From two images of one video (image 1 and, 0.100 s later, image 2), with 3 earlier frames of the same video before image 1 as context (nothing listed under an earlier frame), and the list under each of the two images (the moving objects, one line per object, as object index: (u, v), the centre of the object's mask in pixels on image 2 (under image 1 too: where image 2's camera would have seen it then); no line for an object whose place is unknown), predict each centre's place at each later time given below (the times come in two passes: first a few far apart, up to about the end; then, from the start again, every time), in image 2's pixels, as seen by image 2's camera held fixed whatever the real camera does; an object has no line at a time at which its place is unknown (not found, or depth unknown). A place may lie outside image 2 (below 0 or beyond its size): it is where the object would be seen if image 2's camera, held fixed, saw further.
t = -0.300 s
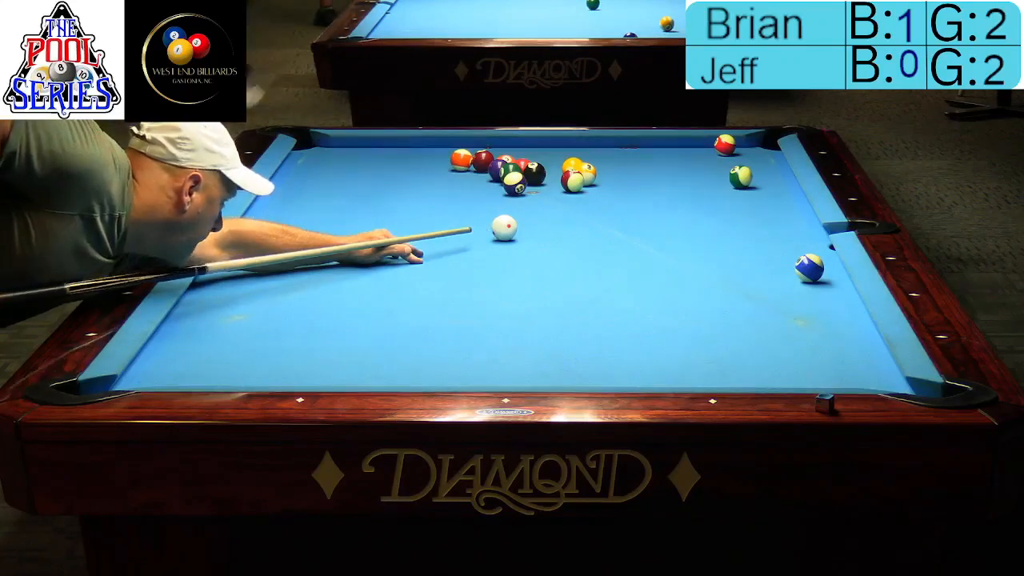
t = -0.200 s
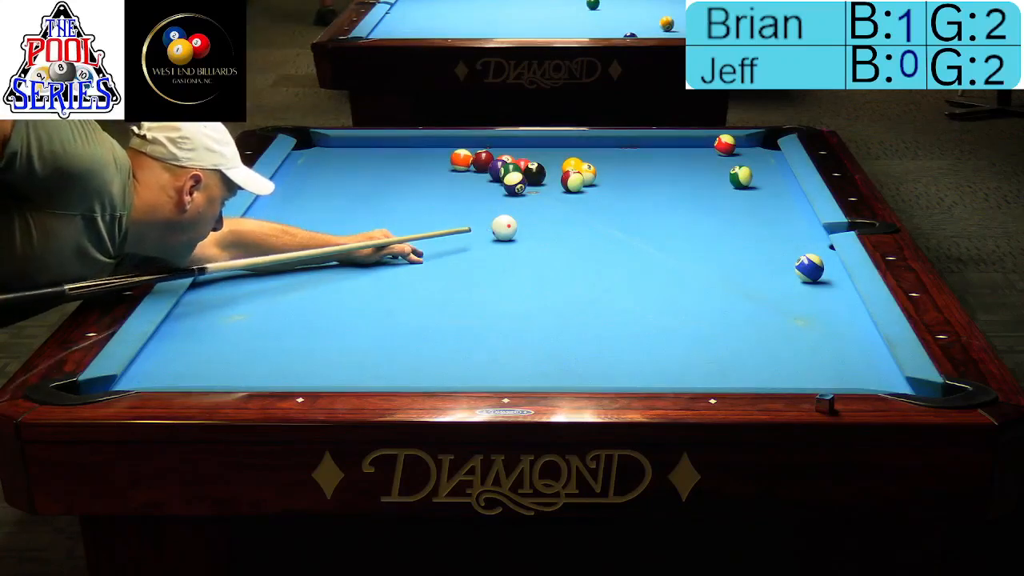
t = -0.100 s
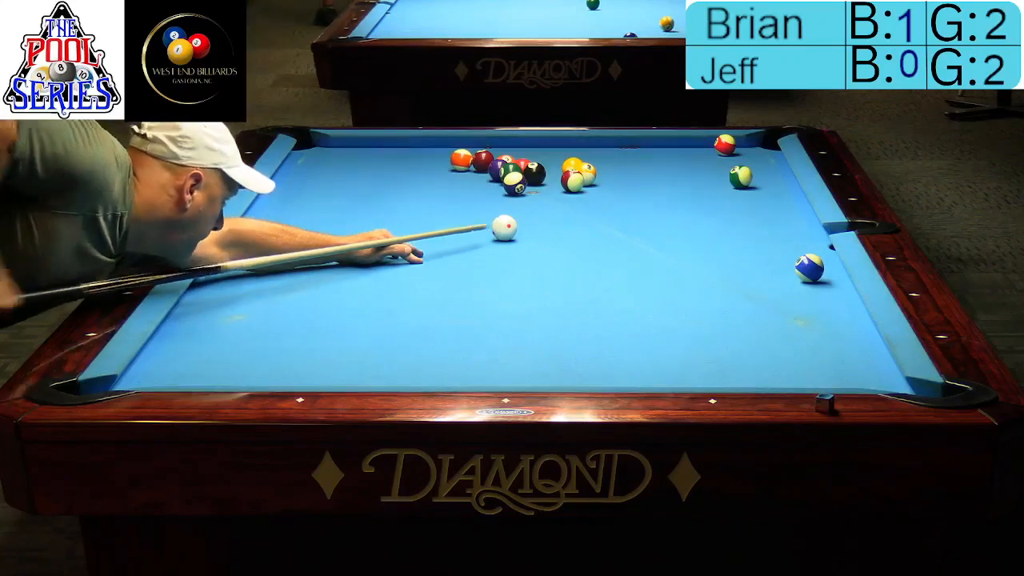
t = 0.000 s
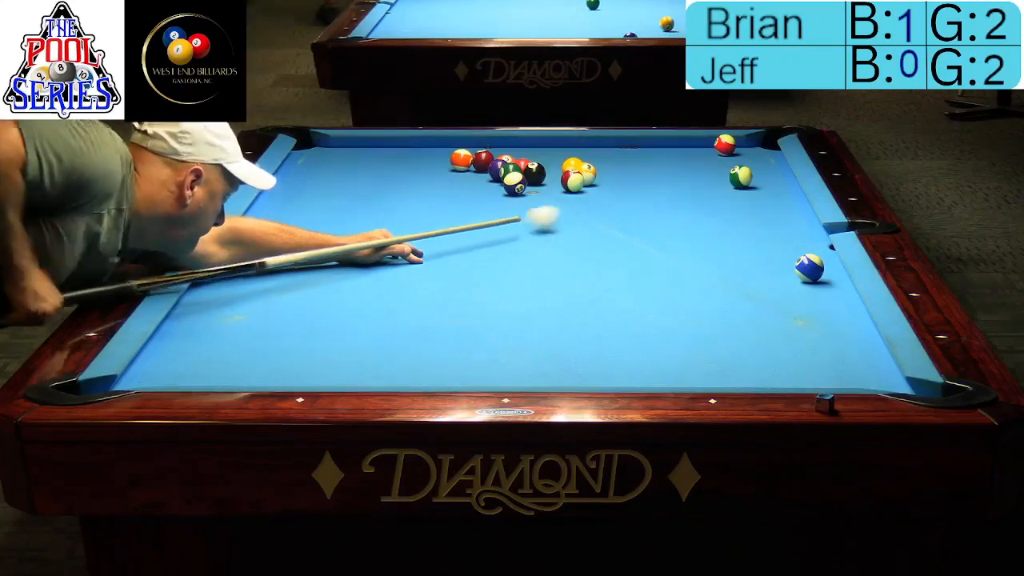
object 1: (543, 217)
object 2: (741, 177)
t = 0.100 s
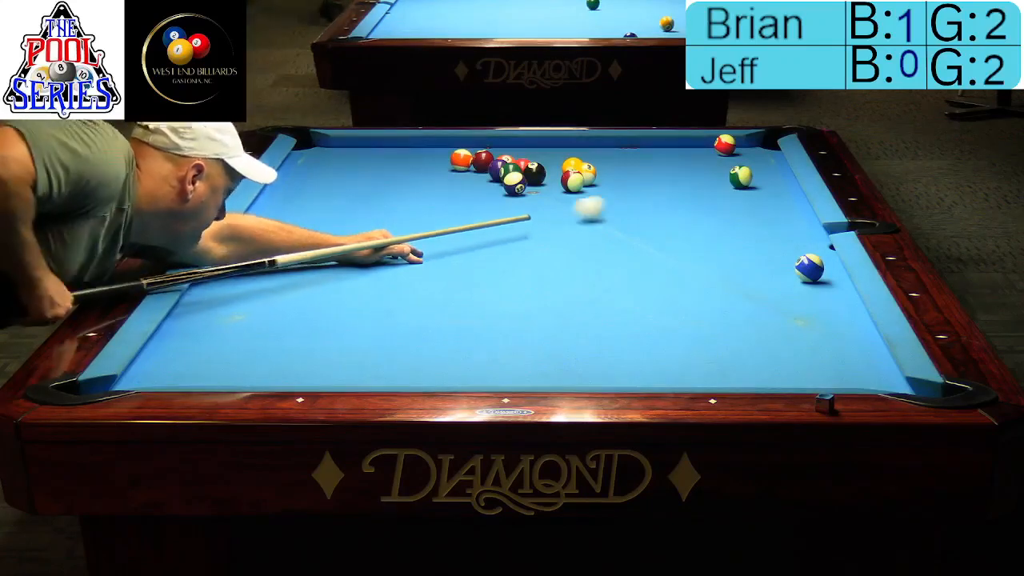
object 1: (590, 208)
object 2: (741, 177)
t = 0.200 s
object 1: (633, 199)
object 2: (741, 177)
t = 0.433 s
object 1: (723, 179)
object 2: (745, 176)
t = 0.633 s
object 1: (730, 176)
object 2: (761, 167)
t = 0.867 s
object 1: (742, 171)
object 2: (716, 161)
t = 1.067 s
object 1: (751, 167)
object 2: (682, 157)
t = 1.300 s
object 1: (762, 163)
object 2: (642, 152)
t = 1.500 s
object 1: (770, 159)
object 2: (608, 147)
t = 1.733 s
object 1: (769, 157)
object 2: (576, 143)
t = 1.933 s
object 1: (764, 155)
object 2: (546, 140)
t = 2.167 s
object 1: (758, 153)
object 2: (520, 143)
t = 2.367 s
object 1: (754, 152)
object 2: (498, 145)
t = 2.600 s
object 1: (751, 151)
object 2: (475, 144)
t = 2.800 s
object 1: (749, 150)
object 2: (452, 146)
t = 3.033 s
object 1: (747, 149)
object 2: (432, 152)
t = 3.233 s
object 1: (746, 149)
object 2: (415, 154)
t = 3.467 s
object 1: (745, 149)
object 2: (396, 156)
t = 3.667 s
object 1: (745, 149)
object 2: (381, 157)
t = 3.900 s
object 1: (745, 149)
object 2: (365, 159)
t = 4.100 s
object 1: (745, 149)
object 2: (352, 160)
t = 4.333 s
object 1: (745, 149)
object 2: (340, 161)
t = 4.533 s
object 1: (745, 149)
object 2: (330, 162)
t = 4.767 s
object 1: (745, 149)
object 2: (320, 162)
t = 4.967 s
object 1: (745, 149)
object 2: (312, 163)
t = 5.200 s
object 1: (745, 149)
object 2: (305, 164)
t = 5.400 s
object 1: (745, 149)
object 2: (301, 164)
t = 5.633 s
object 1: (745, 149)
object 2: (297, 164)
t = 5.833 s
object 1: (746, 148)
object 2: (295, 164)
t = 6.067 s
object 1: (745, 149)
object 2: (295, 164)
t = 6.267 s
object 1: (745, 149)
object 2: (295, 164)
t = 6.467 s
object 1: (745, 149)
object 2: (295, 164)
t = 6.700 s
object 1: (745, 149)
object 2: (295, 164)
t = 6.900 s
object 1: (745, 149)
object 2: (295, 164)
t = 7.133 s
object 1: (745, 149)
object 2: (295, 164)
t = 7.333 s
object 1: (745, 149)
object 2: (295, 164)
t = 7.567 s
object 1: (745, 149)
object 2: (295, 164)
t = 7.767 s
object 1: (745, 149)
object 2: (295, 164)
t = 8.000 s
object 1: (745, 149)
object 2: (295, 164)
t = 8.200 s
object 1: (745, 149)
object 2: (295, 164)
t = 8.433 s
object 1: (745, 149)
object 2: (295, 164)
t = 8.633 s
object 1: (745, 149)
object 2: (295, 164)
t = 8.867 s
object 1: (745, 148)
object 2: (295, 164)
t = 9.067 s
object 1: (745, 149)
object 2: (295, 164)
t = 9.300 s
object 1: (745, 148)
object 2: (295, 164)
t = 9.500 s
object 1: (745, 149)
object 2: (295, 164)
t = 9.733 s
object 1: (745, 149)
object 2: (295, 164)
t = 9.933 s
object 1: (744, 150)
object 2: (294, 165)
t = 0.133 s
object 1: (604, 204)
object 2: (741, 177)
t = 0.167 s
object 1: (619, 202)
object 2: (741, 177)
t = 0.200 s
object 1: (633, 199)
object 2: (741, 177)
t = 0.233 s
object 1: (647, 195)
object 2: (741, 177)
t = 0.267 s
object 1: (661, 192)
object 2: (741, 177)
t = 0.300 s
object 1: (674, 189)
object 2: (741, 177)
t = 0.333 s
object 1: (687, 186)
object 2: (741, 177)
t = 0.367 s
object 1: (701, 183)
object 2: (741, 177)
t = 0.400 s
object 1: (714, 181)
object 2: (741, 177)
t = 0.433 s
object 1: (723, 179)
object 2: (745, 176)
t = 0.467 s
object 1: (723, 179)
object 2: (757, 174)
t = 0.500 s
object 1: (723, 179)
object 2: (769, 171)
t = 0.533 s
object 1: (724, 178)
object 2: (779, 170)
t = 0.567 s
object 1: (726, 177)
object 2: (774, 168)
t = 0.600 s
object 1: (728, 176)
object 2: (766, 167)
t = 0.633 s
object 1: (730, 176)
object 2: (761, 167)
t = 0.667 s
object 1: (731, 175)
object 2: (755, 166)
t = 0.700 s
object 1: (733, 175)
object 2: (749, 164)
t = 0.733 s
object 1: (735, 174)
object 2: (742, 160)
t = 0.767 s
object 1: (737, 173)
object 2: (734, 159)
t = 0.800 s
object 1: (739, 172)
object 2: (725, 161)
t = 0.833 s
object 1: (740, 171)
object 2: (721, 162)
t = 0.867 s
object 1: (742, 171)
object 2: (716, 161)
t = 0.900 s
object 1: (743, 170)
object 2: (709, 160)
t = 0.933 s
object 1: (745, 169)
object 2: (703, 160)
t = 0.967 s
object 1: (747, 169)
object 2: (699, 159)
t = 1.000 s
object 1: (748, 168)
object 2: (691, 158)
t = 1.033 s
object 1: (750, 167)
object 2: (685, 157)
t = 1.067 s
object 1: (751, 167)
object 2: (682, 157)
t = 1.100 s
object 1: (753, 166)
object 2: (674, 156)
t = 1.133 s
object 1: (755, 166)
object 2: (667, 155)
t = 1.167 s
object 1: (756, 165)
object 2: (663, 155)
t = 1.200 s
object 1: (757, 164)
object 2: (657, 154)
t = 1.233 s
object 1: (759, 164)
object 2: (651, 153)
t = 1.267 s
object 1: (761, 163)
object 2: (645, 153)
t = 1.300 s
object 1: (762, 163)
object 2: (642, 152)
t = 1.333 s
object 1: (763, 162)
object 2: (635, 151)
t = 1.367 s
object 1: (765, 161)
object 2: (629, 150)
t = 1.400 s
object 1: (766, 161)
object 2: (625, 150)
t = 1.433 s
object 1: (767, 160)
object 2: (620, 149)
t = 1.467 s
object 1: (769, 160)
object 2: (614, 148)
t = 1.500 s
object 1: (770, 159)
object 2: (608, 147)
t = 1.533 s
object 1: (771, 159)
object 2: (604, 147)
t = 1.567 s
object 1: (773, 158)
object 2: (600, 147)
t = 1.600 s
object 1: (773, 158)
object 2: (594, 146)
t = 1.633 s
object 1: (772, 158)
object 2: (589, 145)
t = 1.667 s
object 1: (771, 157)
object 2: (584, 145)
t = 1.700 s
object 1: (770, 157)
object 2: (580, 144)
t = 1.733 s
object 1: (769, 157)
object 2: (576, 143)
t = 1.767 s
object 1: (768, 156)
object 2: (569, 142)
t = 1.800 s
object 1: (767, 156)
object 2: (565, 142)
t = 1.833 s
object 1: (767, 156)
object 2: (561, 143)
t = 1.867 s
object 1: (766, 155)
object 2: (557, 142)
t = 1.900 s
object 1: (765, 155)
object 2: (552, 140)
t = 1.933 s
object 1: (764, 155)
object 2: (546, 140)
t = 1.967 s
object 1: (763, 155)
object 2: (542, 140)
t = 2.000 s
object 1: (762, 154)
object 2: (539, 141)
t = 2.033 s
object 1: (762, 154)
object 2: (536, 142)
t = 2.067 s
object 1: (761, 154)
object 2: (532, 142)
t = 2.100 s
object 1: (760, 153)
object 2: (527, 143)
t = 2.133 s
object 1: (759, 153)
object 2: (523, 144)
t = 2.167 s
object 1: (758, 153)
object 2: (520, 143)
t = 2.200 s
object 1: (758, 153)
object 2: (517, 143)
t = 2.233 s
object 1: (757, 152)
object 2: (513, 143)
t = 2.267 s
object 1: (756, 152)
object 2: (509, 144)
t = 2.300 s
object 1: (756, 152)
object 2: (504, 144)
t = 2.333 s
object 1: (755, 152)
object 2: (502, 144)
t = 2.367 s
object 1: (754, 152)
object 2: (498, 145)
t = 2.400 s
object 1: (754, 152)
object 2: (495, 144)
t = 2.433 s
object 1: (753, 151)
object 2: (492, 144)
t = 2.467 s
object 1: (752, 151)
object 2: (488, 144)
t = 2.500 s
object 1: (752, 151)
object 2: (484, 144)
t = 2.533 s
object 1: (752, 151)
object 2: (481, 145)
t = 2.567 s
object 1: (752, 151)
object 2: (477, 146)
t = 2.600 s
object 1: (751, 151)
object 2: (475, 144)
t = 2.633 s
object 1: (751, 150)
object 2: (472, 144)
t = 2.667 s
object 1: (750, 150)
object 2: (468, 144)
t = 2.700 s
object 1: (750, 150)
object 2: (464, 144)
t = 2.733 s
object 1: (749, 150)
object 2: (459, 143)
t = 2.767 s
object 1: (749, 150)
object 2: (455, 145)
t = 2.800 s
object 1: (749, 150)
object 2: (452, 146)
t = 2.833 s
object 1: (749, 150)
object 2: (449, 148)
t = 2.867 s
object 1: (748, 150)
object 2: (446, 149)
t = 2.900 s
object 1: (748, 149)
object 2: (444, 150)
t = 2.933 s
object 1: (748, 149)
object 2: (442, 150)
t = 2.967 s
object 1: (748, 149)
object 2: (439, 151)
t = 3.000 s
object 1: (747, 149)
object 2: (436, 152)
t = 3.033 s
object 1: (747, 149)
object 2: (432, 152)
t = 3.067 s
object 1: (747, 149)
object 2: (429, 152)
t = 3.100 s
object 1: (747, 149)
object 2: (426, 153)
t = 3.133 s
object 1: (747, 149)
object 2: (423, 153)
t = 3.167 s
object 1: (746, 149)
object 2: (421, 153)
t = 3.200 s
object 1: (746, 149)
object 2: (418, 153)
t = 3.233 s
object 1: (746, 149)
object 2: (415, 154)
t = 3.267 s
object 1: (746, 149)
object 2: (412, 154)
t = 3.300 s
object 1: (745, 149)
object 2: (409, 154)
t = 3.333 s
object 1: (745, 149)
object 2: (406, 154)
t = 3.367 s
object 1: (745, 149)
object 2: (403, 155)
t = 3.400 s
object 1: (745, 149)
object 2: (401, 155)
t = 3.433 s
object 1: (745, 149)
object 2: (399, 155)
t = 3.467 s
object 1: (745, 149)
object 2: (396, 156)
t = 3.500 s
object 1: (745, 149)
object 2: (394, 156)
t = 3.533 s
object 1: (745, 149)
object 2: (391, 156)
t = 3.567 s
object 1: (745, 149)
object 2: (389, 156)
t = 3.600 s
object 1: (745, 149)
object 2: (386, 156)
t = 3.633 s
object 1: (745, 149)
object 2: (383, 157)
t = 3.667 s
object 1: (745, 149)
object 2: (381, 157)
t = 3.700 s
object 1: (745, 149)
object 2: (379, 157)
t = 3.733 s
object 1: (745, 149)
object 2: (376, 157)
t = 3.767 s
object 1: (745, 149)
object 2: (374, 157)
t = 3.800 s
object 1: (745, 149)
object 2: (372, 158)
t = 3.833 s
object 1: (745, 149)
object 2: (369, 158)
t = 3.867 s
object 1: (745, 149)
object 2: (367, 158)
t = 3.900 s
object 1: (745, 149)
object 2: (365, 159)
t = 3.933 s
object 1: (745, 149)
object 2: (363, 159)
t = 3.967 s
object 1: (745, 149)
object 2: (361, 159)
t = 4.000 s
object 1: (745, 149)
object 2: (359, 159)
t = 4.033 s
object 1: (745, 149)
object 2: (356, 159)
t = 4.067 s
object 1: (745, 149)
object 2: (354, 159)
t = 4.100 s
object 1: (745, 149)
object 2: (352, 160)
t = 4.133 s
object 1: (745, 149)
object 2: (351, 160)
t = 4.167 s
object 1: (745, 149)
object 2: (349, 160)
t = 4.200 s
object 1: (745, 149)
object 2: (347, 160)
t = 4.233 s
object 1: (745, 149)
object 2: (345, 160)
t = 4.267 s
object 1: (745, 149)
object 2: (343, 160)
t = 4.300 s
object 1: (745, 149)
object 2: (341, 161)
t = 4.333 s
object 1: (745, 149)
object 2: (340, 161)
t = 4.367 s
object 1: (745, 149)
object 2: (338, 161)
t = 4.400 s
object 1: (745, 149)
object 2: (337, 161)
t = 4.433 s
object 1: (745, 149)
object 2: (334, 161)
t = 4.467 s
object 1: (745, 149)
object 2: (333, 162)
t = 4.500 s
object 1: (745, 149)
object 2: (331, 162)
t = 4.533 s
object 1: (745, 149)
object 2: (330, 162)
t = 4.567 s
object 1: (745, 149)
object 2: (328, 162)
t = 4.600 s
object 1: (745, 149)
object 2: (328, 162)
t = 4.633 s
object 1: (745, 149)
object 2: (326, 162)
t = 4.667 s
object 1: (745, 149)
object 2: (324, 162)
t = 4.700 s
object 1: (745, 149)
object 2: (323, 162)
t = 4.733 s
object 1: (745, 149)
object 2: (321, 162)
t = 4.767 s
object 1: (745, 149)
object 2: (320, 162)
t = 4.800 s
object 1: (745, 149)
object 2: (318, 162)
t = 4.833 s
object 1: (745, 149)
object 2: (317, 163)
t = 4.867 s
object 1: (745, 149)
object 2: (316, 163)
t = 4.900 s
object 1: (745, 149)
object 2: (314, 163)
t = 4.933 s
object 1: (745, 149)
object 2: (313, 163)
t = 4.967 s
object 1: (745, 149)
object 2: (312, 163)
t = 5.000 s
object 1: (745, 149)
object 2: (311, 163)
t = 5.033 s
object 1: (745, 149)
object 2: (310, 163)
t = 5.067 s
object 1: (745, 149)
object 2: (309, 164)
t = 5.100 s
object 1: (745, 149)
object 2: (308, 164)
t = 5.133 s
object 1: (745, 149)
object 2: (307, 164)
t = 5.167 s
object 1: (745, 149)
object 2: (306, 164)
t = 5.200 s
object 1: (745, 149)
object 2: (305, 164)
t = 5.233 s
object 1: (745, 149)
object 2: (304, 164)
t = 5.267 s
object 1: (745, 149)
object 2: (303, 164)
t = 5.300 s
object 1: (745, 149)
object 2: (303, 164)
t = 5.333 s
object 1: (745, 149)
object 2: (302, 164)
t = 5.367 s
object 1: (745, 149)
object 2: (301, 164)
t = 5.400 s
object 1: (745, 149)
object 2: (301, 164)
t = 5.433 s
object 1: (745, 149)
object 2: (300, 164)
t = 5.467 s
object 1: (745, 149)
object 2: (299, 164)
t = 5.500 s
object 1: (745, 149)
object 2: (299, 165)
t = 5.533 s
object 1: (745, 149)
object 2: (298, 165)
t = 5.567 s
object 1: (746, 148)
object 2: (298, 164)
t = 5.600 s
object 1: (745, 149)
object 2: (298, 164)
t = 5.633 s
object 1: (745, 149)
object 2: (297, 164)
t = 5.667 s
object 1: (745, 149)
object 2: (297, 164)
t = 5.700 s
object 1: (746, 148)
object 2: (296, 164)
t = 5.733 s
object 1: (745, 149)
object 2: (296, 164)
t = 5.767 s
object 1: (745, 149)
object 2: (296, 164)
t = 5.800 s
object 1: (745, 148)
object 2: (296, 164)
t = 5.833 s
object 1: (746, 148)
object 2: (295, 164)
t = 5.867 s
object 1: (745, 149)
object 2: (295, 164)
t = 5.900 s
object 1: (745, 149)
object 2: (295, 164)
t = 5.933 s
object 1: (745, 148)
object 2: (295, 164)
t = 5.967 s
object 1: (745, 149)
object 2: (295, 164)
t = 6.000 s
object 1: (745, 149)
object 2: (295, 164)
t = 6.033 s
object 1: (745, 149)
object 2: (295, 164)
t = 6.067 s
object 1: (745, 149)
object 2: (295, 164)
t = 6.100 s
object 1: (745, 149)
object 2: (295, 164)
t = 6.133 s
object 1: (746, 148)
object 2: (295, 164)
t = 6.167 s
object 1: (745, 149)
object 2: (295, 164)
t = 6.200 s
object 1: (745, 149)
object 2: (295, 164)
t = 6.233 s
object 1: (746, 148)
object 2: (295, 164)
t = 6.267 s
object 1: (745, 149)
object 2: (295, 164)
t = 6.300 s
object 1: (746, 148)
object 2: (295, 164)
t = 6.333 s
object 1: (745, 149)
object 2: (295, 164)
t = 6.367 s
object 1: (745, 149)
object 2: (295, 164)
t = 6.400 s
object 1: (745, 149)
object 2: (295, 164)
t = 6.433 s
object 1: (746, 148)
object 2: (295, 164)
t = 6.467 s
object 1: (745, 149)
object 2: (295, 164)
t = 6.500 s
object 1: (745, 149)
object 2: (295, 164)
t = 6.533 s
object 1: (745, 149)
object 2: (295, 164)
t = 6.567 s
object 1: (745, 149)
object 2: (295, 164)
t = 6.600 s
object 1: (745, 148)
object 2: (295, 164)
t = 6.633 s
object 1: (745, 149)
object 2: (295, 164)
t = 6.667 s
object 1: (745, 149)
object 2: (295, 164)
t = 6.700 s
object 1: (745, 149)
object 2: (295, 164)
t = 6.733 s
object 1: (745, 149)
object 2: (295, 164)
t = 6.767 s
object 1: (745, 149)
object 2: (295, 164)
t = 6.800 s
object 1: (745, 148)
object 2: (295, 164)
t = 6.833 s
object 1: (745, 149)
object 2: (295, 164)
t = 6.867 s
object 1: (745, 149)
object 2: (295, 164)
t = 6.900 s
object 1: (745, 149)
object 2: (295, 164)
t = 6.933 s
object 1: (745, 149)
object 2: (295, 164)
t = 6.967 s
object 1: (745, 149)
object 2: (295, 164)
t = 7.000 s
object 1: (745, 149)
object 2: (295, 164)
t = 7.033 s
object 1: (745, 149)
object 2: (295, 164)
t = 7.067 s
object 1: (745, 149)
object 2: (295, 164)
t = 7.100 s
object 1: (745, 149)
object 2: (295, 164)
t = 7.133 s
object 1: (745, 149)
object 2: (295, 164)
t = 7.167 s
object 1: (745, 149)
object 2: (295, 164)
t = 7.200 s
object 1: (745, 149)
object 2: (295, 164)
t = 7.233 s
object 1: (745, 149)
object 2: (295, 164)
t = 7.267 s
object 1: (745, 149)
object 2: (295, 164)
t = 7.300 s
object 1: (745, 149)
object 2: (295, 164)
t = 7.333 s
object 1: (745, 149)
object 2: (295, 164)
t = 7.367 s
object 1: (745, 149)
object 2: (295, 164)
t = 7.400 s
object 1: (745, 149)
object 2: (295, 164)
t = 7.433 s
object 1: (745, 149)
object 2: (295, 164)
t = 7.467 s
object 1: (745, 149)
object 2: (295, 164)
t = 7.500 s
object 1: (745, 149)
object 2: (295, 164)
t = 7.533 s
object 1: (745, 149)
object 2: (295, 164)
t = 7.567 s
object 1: (745, 149)
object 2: (295, 164)
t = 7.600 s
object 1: (745, 149)
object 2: (295, 164)
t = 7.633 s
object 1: (745, 149)
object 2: (295, 164)
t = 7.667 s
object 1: (745, 149)
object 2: (295, 164)
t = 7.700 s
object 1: (745, 149)
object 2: (295, 164)
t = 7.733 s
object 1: (745, 149)
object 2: (295, 164)
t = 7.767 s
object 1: (745, 149)
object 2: (295, 164)
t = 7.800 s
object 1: (745, 148)
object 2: (295, 164)
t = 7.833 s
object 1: (745, 149)
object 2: (295, 164)
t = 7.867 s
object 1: (745, 149)
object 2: (295, 164)
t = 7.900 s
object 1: (745, 149)
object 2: (295, 164)
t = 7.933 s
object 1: (745, 149)
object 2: (295, 164)
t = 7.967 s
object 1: (745, 149)
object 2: (295, 164)
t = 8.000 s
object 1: (745, 149)
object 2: (295, 164)
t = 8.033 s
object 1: (745, 148)
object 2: (295, 164)
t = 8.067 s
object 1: (745, 149)
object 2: (295, 164)
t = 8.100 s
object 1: (745, 149)
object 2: (295, 164)
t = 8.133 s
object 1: (745, 149)
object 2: (295, 164)
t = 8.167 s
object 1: (745, 149)
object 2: (295, 164)
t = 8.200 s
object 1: (745, 149)
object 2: (295, 164)
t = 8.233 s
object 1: (745, 149)
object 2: (295, 164)
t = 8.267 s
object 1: (745, 149)
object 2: (295, 164)
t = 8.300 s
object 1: (745, 149)
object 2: (295, 164)
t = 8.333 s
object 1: (745, 149)
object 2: (295, 164)
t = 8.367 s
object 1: (745, 149)
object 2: (295, 164)
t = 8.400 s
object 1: (745, 149)
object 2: (295, 164)
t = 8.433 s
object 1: (745, 149)
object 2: (295, 164)
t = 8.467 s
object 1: (745, 149)
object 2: (295, 164)
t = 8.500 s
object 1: (745, 149)
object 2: (295, 164)
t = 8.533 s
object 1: (745, 149)
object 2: (295, 164)
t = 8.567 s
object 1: (745, 149)
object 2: (295, 164)
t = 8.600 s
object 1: (745, 149)
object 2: (295, 164)
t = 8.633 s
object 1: (745, 149)
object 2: (295, 164)
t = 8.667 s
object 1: (745, 149)
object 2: (295, 164)
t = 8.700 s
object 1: (745, 149)
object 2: (295, 164)
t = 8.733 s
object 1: (745, 149)
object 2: (295, 164)
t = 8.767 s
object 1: (745, 149)
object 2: (295, 164)
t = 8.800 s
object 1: (745, 149)
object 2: (295, 164)
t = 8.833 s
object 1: (745, 149)
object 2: (295, 164)
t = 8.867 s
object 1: (745, 148)
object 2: (295, 164)
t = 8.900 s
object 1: (745, 148)
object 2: (295, 164)
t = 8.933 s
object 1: (745, 148)
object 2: (295, 164)
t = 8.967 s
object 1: (745, 148)
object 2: (295, 164)
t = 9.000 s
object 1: (745, 148)
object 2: (295, 164)
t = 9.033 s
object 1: (745, 149)
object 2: (295, 164)
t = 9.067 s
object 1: (745, 149)
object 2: (295, 164)
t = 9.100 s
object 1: (745, 149)
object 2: (295, 164)
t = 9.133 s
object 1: (745, 149)
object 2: (295, 164)
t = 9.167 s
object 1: (745, 148)
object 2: (295, 164)
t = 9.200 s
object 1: (745, 148)
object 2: (295, 164)
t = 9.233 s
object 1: (745, 148)
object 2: (295, 164)
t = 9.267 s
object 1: (745, 148)
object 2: (295, 164)
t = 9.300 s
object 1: (745, 148)
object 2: (295, 164)
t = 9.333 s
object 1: (745, 149)
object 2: (295, 164)
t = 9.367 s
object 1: (745, 149)
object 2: (295, 164)
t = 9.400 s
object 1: (745, 149)
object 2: (295, 164)
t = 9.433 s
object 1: (745, 149)
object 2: (295, 164)
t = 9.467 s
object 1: (745, 149)
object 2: (295, 164)
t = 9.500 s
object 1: (745, 149)
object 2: (295, 164)
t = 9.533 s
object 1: (746, 149)
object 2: (296, 165)
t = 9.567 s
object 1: (744, 148)
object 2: (295, 164)
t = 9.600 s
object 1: (745, 150)
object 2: (295, 165)
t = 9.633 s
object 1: (745, 149)
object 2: (295, 164)
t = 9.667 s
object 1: (744, 149)
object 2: (294, 165)
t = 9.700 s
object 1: (746, 150)
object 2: (296, 165)
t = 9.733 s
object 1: (745, 149)
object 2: (295, 164)
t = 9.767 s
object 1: (744, 150)
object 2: (294, 165)
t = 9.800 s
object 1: (746, 149)
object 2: (296, 164)
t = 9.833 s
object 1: (744, 150)
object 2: (294, 165)
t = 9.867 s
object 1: (745, 150)
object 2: (295, 165)
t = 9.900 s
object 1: (745, 149)
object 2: (295, 165)
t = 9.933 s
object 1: (744, 150)
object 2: (294, 165)
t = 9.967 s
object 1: (745, 150)
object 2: (295, 165)
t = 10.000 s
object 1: (745, 150)
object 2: (295, 165)
